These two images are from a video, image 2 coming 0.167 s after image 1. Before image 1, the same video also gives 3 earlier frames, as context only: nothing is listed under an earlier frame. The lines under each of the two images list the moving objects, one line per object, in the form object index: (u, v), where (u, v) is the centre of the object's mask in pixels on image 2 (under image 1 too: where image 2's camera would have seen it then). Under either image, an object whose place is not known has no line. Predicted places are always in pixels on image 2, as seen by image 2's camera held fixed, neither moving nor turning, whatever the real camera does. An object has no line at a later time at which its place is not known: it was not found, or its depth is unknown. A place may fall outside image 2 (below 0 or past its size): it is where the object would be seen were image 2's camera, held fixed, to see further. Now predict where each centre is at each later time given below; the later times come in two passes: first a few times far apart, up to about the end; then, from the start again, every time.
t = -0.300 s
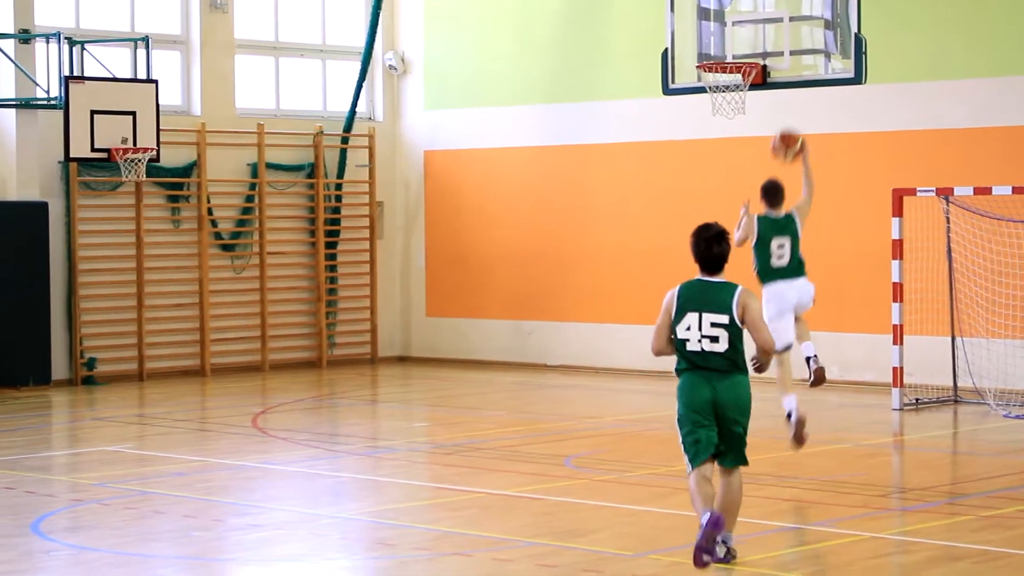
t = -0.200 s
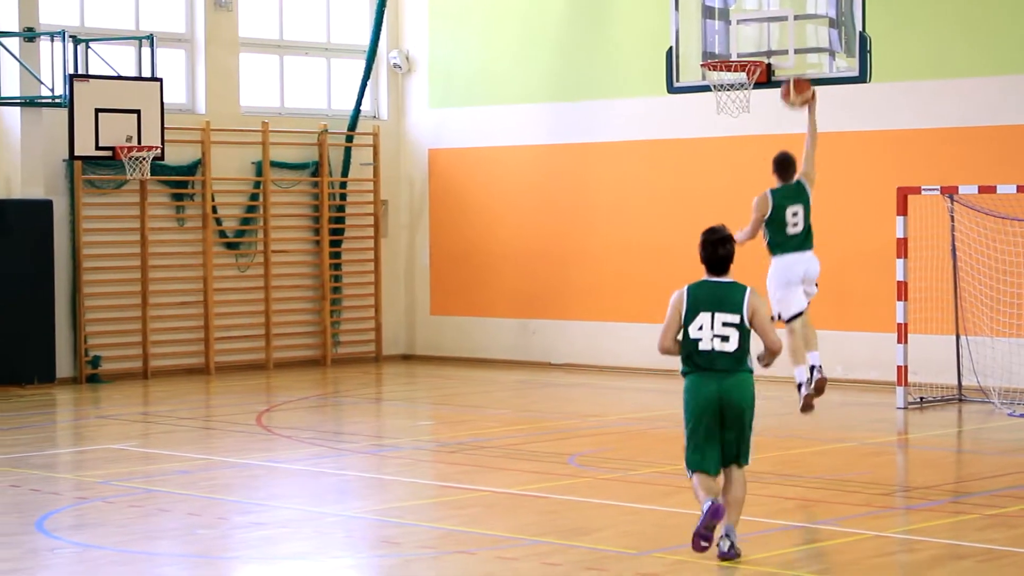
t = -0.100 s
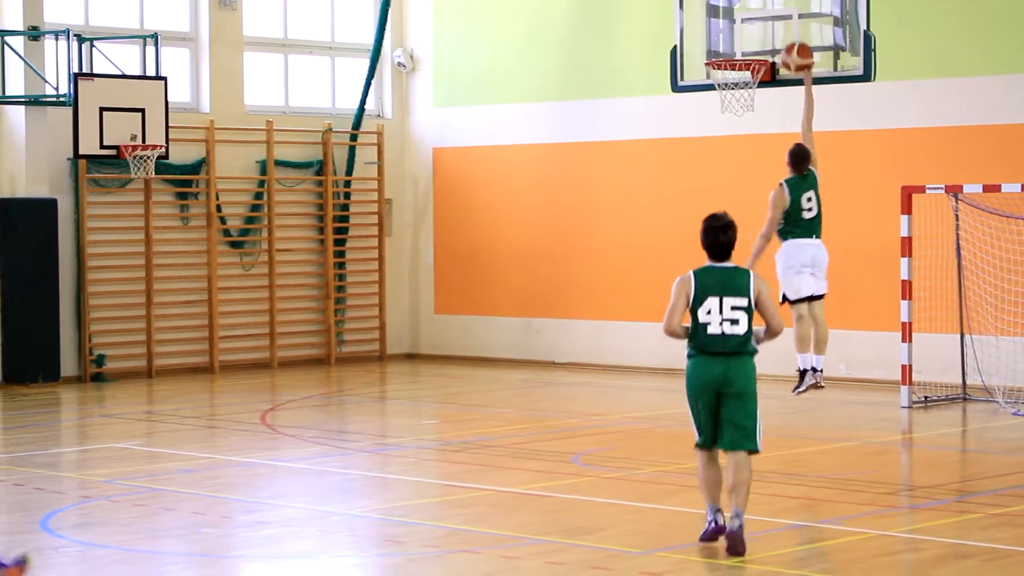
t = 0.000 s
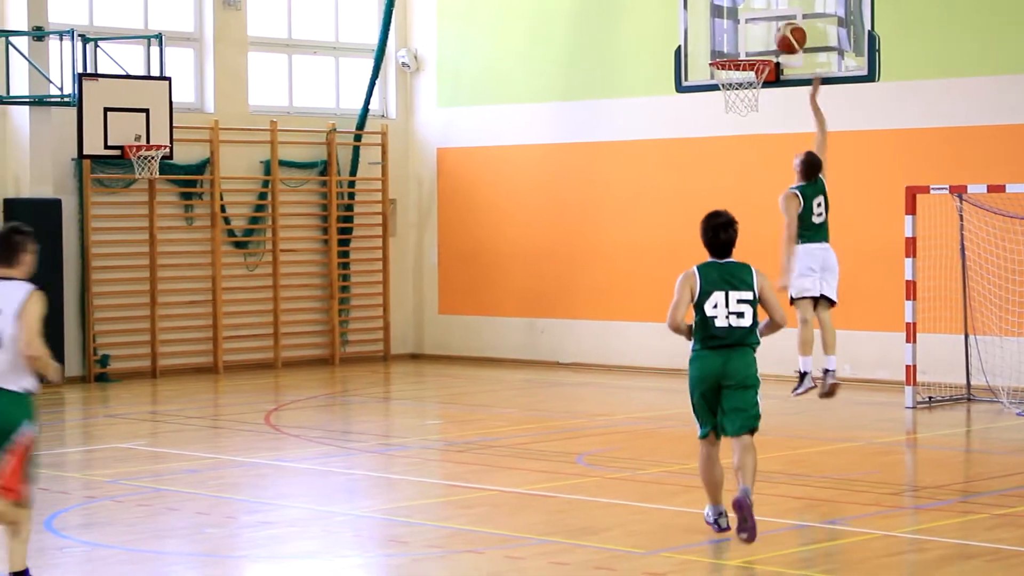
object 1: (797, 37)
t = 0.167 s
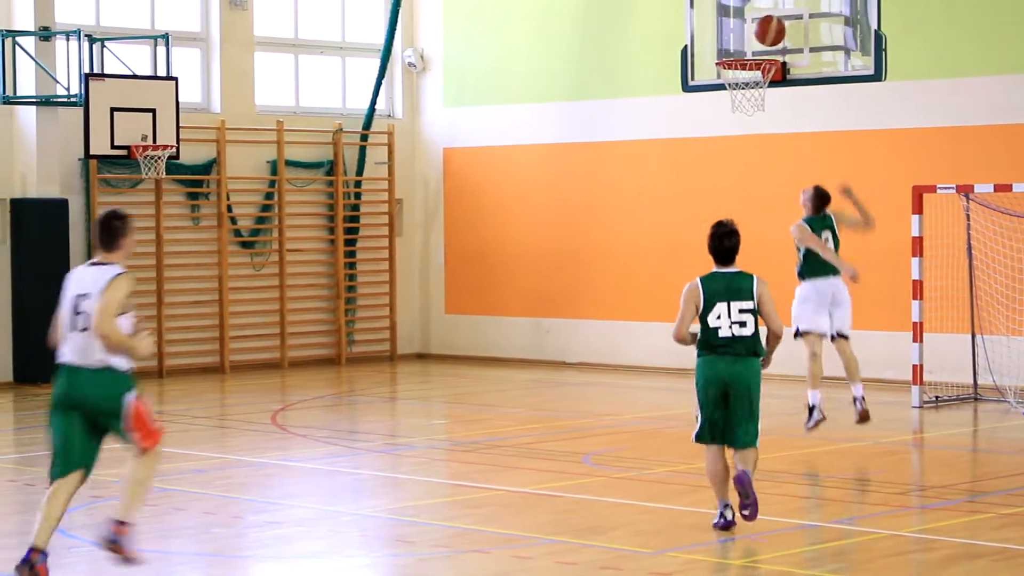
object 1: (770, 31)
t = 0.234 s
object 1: (758, 37)
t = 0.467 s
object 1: (739, 63)
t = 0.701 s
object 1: (771, 99)
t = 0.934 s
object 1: (796, 175)
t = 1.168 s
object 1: (820, 323)
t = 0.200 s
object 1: (764, 33)
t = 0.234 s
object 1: (758, 37)
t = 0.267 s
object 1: (753, 43)
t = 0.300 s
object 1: (747, 49)
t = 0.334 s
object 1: (743, 50)
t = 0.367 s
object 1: (740, 50)
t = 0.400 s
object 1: (736, 57)
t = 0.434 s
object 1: (734, 61)
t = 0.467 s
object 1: (739, 63)
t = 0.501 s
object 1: (744, 73)
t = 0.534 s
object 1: (746, 81)
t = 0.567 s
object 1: (751, 84)
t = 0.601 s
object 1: (756, 88)
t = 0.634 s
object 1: (763, 86)
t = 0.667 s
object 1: (766, 92)
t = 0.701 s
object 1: (771, 99)
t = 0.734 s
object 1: (774, 104)
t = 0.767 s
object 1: (778, 111)
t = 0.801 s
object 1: (781, 121)
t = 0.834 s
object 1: (784, 132)
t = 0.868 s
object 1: (789, 145)
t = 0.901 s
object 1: (792, 159)
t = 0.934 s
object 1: (796, 175)
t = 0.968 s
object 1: (799, 192)
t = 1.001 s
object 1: (803, 211)
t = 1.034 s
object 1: (807, 231)
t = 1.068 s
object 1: (810, 252)
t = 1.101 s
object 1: (813, 275)
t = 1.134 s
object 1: (817, 298)
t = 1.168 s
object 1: (820, 323)
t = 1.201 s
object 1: (824, 353)
